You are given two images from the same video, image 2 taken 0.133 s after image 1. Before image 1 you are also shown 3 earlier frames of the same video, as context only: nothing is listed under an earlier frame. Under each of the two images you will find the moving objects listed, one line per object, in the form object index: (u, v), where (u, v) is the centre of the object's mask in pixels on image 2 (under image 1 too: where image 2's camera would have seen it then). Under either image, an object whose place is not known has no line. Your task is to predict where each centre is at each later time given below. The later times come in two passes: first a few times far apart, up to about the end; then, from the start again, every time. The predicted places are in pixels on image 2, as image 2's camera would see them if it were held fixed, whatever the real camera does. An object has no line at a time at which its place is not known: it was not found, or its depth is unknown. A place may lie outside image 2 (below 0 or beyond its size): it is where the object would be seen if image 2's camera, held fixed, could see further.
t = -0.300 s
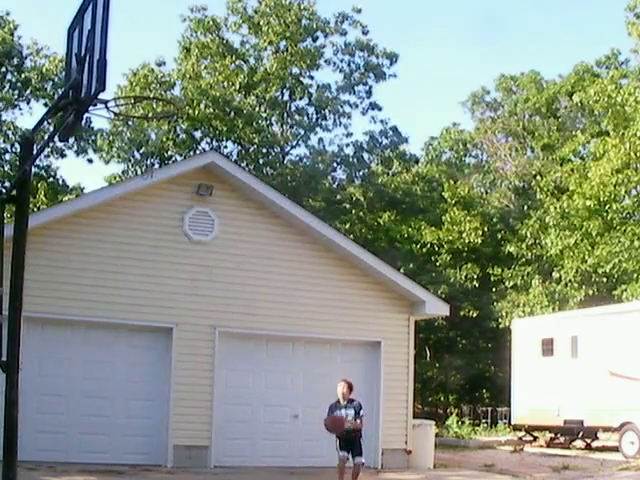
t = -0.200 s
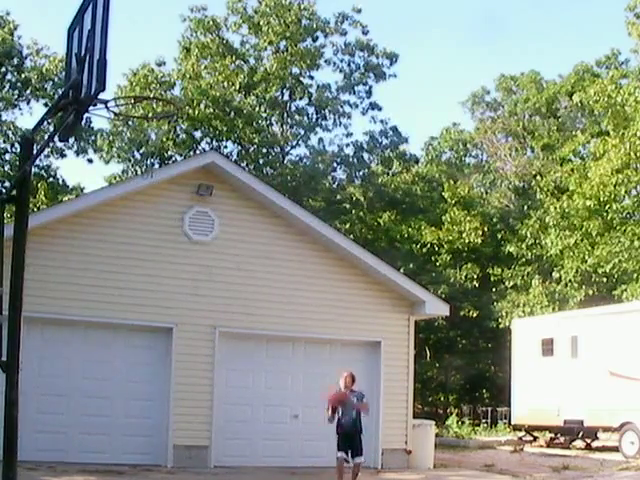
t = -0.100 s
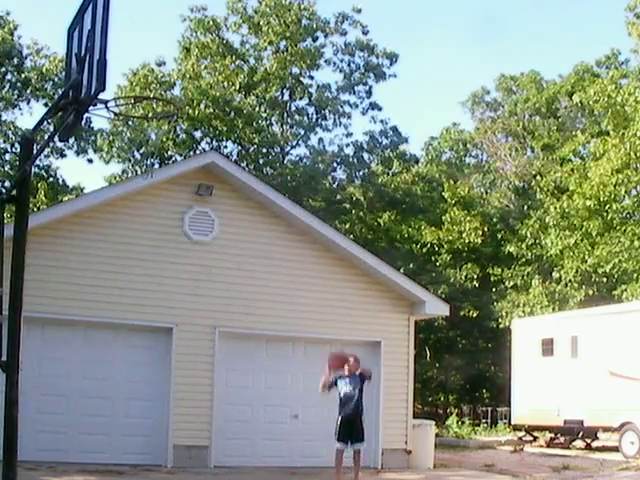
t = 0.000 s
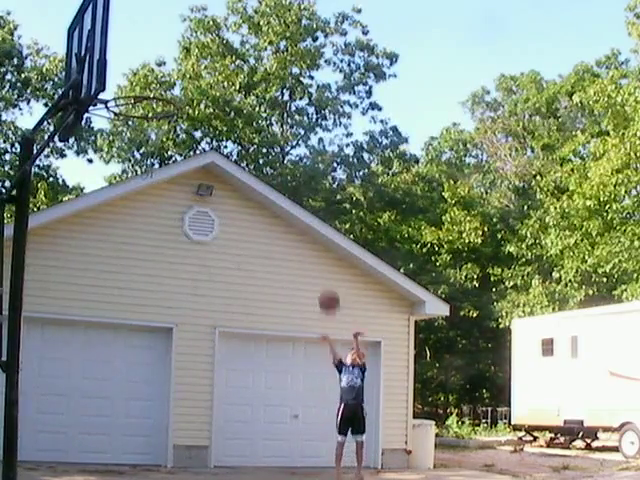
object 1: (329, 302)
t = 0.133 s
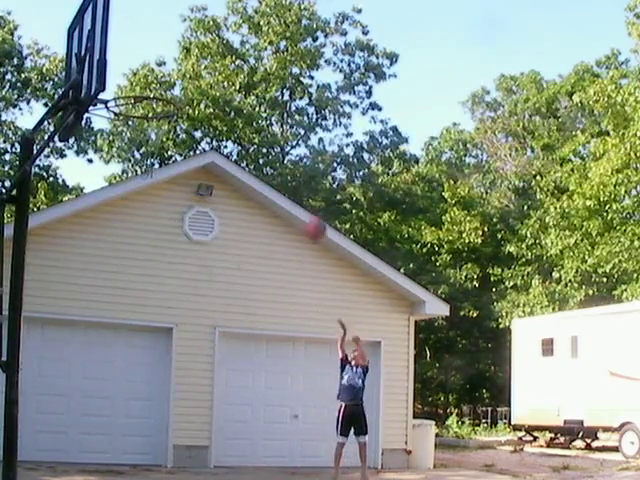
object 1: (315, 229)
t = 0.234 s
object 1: (304, 181)
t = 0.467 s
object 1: (274, 99)
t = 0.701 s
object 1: (235, 57)
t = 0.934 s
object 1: (184, 72)
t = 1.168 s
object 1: (137, 99)
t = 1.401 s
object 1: (143, 109)
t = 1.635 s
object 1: (131, 151)
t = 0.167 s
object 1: (311, 210)
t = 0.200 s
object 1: (307, 195)
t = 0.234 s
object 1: (304, 181)
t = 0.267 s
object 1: (301, 167)
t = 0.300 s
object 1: (296, 154)
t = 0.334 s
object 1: (291, 139)
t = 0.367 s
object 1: (288, 127)
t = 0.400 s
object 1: (283, 119)
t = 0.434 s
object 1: (278, 107)
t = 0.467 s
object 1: (274, 99)
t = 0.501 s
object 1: (268, 89)
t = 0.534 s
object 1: (262, 82)
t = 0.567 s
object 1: (258, 75)
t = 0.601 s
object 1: (253, 68)
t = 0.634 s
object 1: (246, 63)
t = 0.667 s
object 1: (241, 60)
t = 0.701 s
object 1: (235, 57)
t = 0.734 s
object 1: (229, 56)
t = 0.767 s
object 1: (222, 55)
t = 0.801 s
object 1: (216, 55)
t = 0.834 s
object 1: (209, 57)
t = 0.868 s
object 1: (201, 61)
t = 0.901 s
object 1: (192, 66)
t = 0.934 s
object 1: (184, 72)
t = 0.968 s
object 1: (176, 80)
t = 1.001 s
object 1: (167, 90)
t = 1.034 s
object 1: (159, 98)
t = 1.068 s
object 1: (152, 99)
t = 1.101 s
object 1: (144, 99)
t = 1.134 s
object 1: (137, 99)
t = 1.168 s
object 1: (137, 99)
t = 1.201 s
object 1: (140, 100)
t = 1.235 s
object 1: (143, 101)
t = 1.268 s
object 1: (147, 103)
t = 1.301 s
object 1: (148, 104)
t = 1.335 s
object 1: (146, 105)
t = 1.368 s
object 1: (145, 106)
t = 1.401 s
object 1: (143, 109)
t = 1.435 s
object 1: (140, 112)
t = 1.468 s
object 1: (138, 119)
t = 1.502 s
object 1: (135, 127)
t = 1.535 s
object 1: (133, 131)
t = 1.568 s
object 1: (132, 138)
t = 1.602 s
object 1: (132, 144)
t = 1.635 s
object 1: (131, 151)
